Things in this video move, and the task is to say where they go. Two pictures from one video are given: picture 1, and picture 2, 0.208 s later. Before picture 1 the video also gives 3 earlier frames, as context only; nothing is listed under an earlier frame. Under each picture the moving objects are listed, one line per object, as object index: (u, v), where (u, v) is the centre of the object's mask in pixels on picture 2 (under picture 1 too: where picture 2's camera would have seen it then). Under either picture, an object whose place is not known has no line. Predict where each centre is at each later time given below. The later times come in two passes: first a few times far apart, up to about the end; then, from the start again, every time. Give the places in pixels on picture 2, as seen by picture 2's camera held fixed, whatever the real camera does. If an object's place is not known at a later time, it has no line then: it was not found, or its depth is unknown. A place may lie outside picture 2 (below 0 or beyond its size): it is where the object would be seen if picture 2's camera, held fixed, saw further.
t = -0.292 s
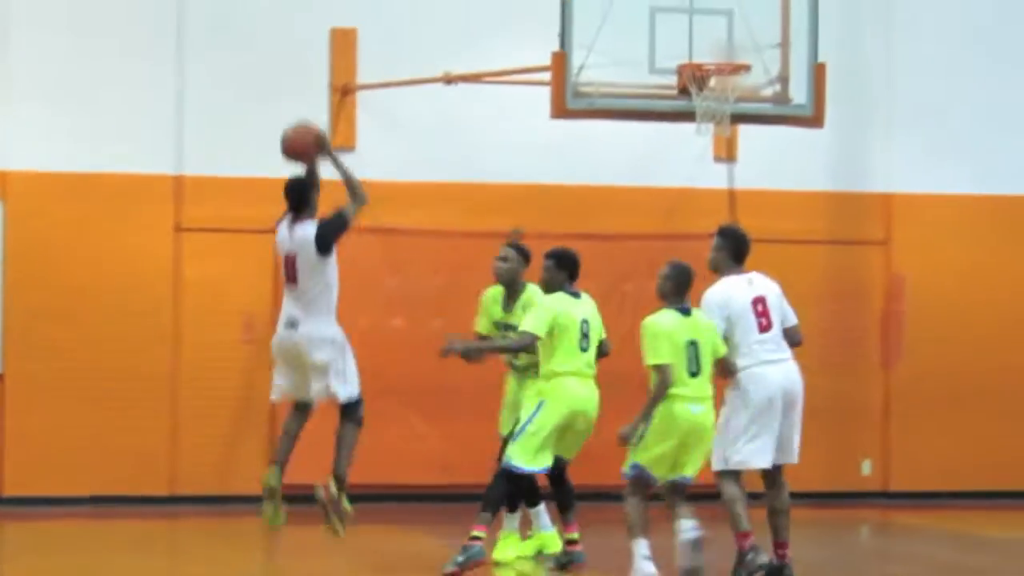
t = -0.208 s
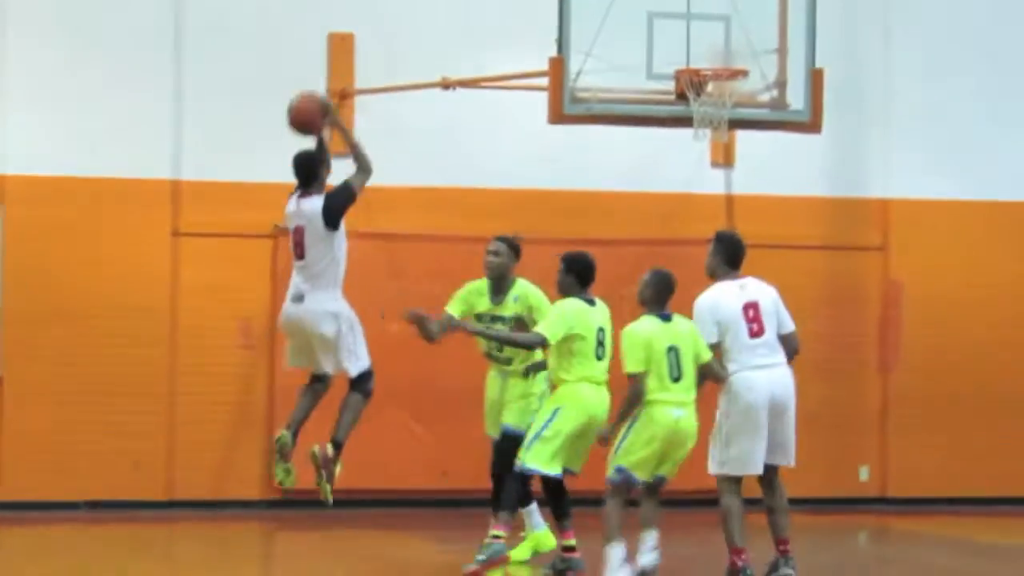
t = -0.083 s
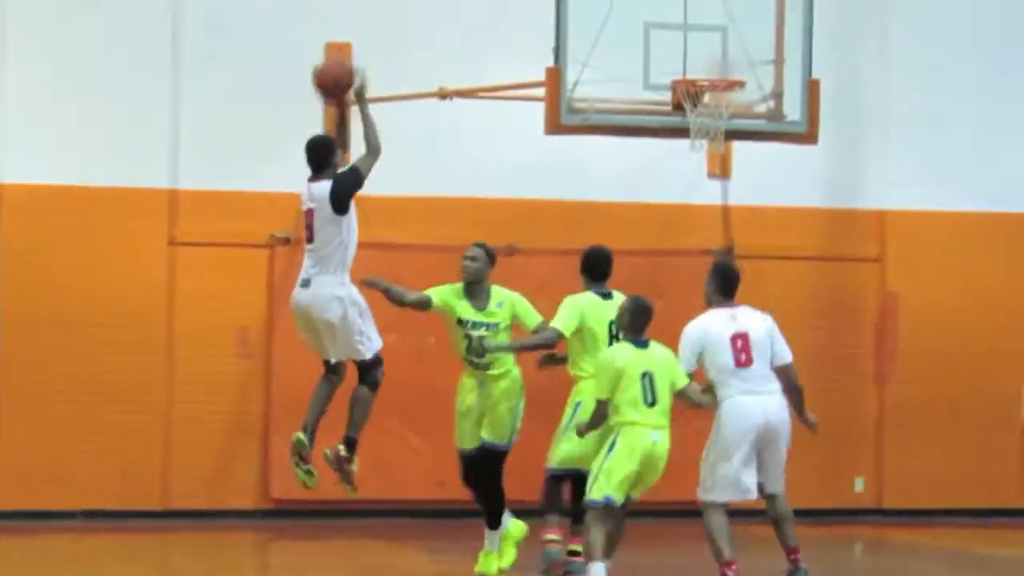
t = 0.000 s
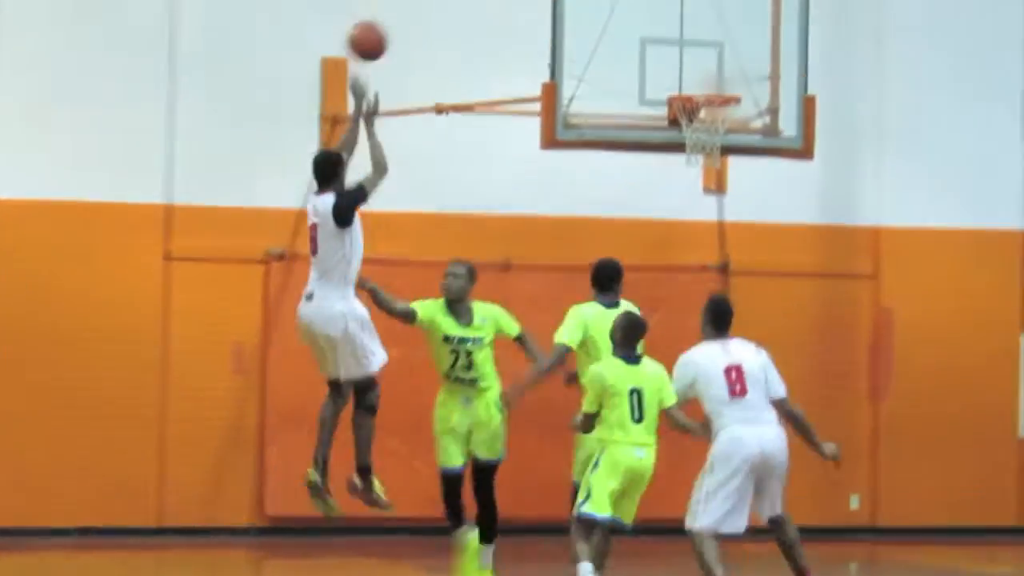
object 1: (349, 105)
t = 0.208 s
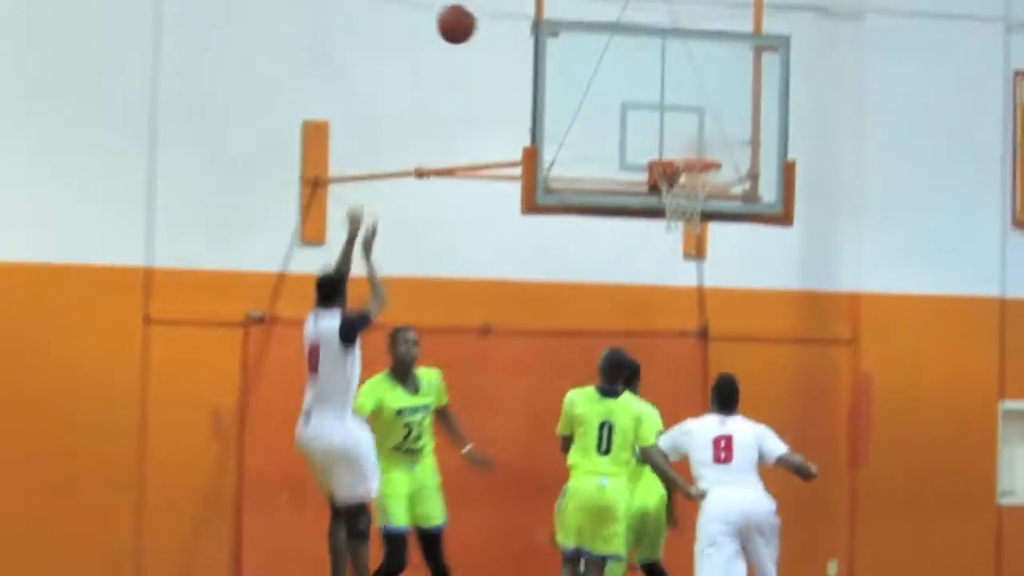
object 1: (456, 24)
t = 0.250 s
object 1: (476, 18)
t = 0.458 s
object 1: (568, 31)
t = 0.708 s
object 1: (664, 131)
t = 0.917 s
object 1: (680, 218)
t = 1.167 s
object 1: (664, 332)
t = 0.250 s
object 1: (476, 18)
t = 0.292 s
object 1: (496, 15)
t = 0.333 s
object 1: (514, 15)
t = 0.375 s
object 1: (533, 17)
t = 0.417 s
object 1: (550, 23)
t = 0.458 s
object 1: (568, 31)
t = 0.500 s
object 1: (585, 41)
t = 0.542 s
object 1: (602, 55)
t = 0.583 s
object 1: (618, 70)
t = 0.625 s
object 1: (634, 88)
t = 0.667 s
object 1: (649, 109)
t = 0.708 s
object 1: (664, 131)
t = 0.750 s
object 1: (679, 151)
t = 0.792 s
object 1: (682, 179)
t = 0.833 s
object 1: (685, 197)
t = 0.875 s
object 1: (682, 209)
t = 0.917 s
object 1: (680, 218)
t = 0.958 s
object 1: (677, 230)
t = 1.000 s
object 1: (675, 244)
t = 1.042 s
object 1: (672, 262)
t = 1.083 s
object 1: (669, 282)
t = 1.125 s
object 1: (666, 305)
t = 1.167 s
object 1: (664, 332)
